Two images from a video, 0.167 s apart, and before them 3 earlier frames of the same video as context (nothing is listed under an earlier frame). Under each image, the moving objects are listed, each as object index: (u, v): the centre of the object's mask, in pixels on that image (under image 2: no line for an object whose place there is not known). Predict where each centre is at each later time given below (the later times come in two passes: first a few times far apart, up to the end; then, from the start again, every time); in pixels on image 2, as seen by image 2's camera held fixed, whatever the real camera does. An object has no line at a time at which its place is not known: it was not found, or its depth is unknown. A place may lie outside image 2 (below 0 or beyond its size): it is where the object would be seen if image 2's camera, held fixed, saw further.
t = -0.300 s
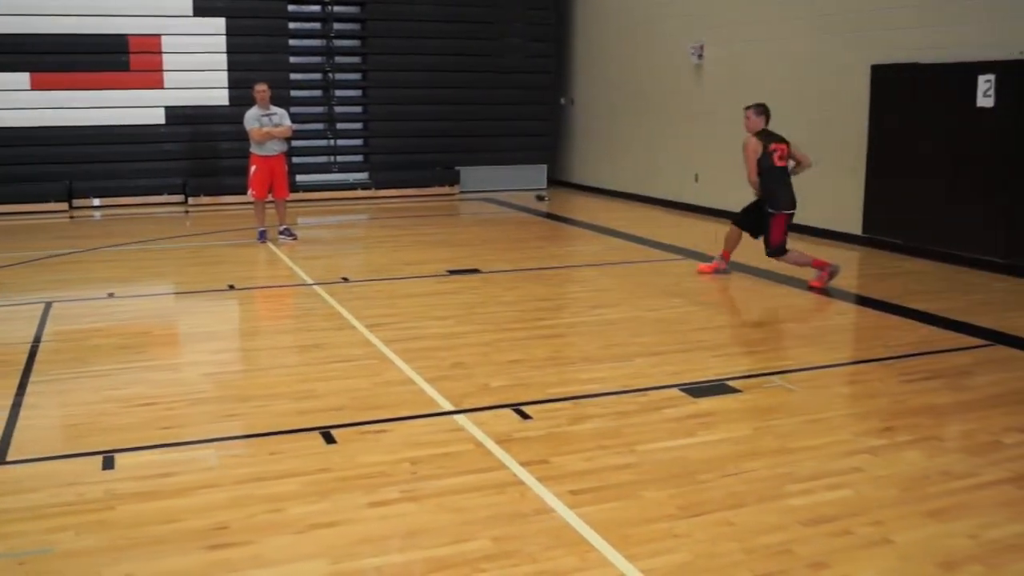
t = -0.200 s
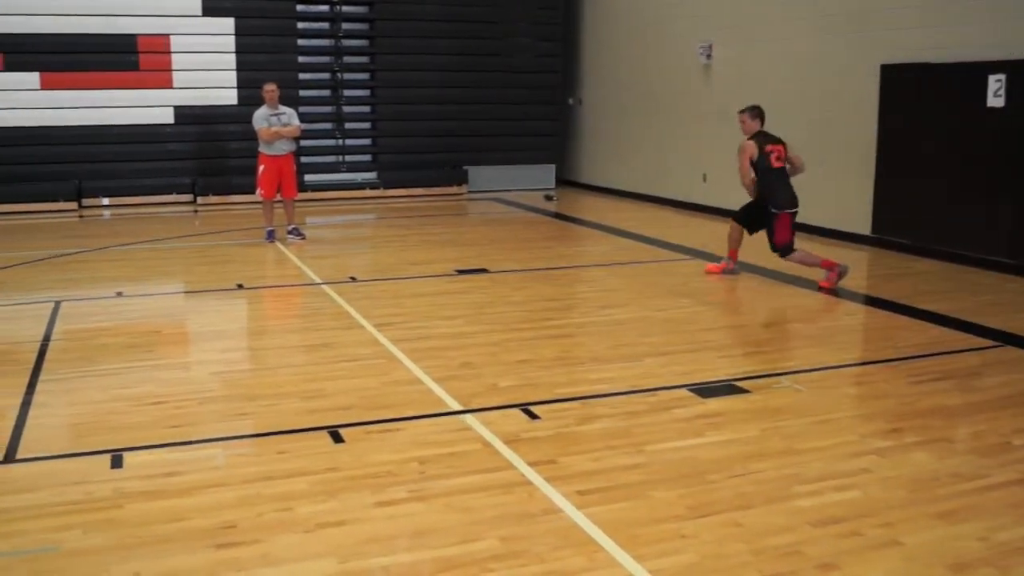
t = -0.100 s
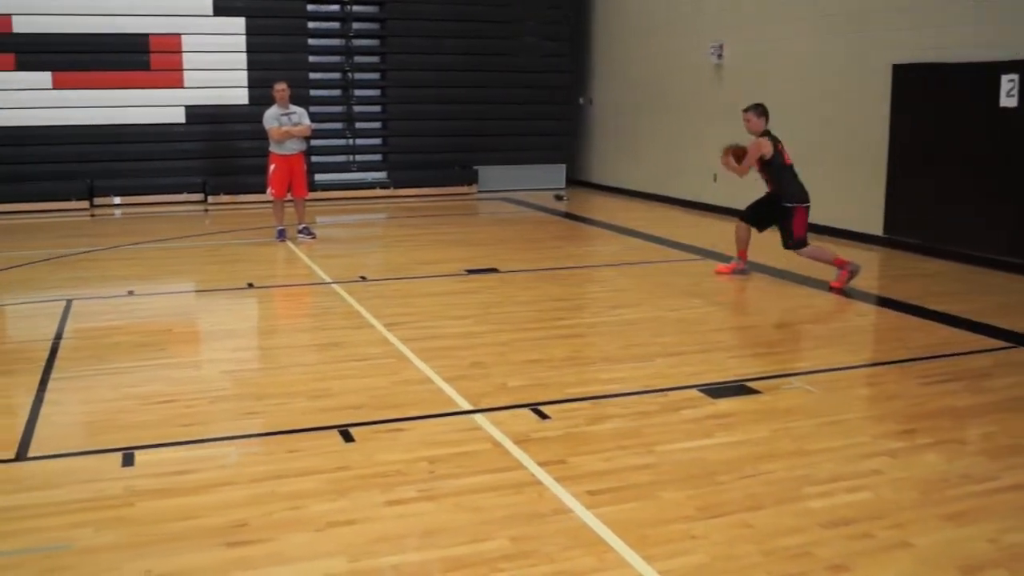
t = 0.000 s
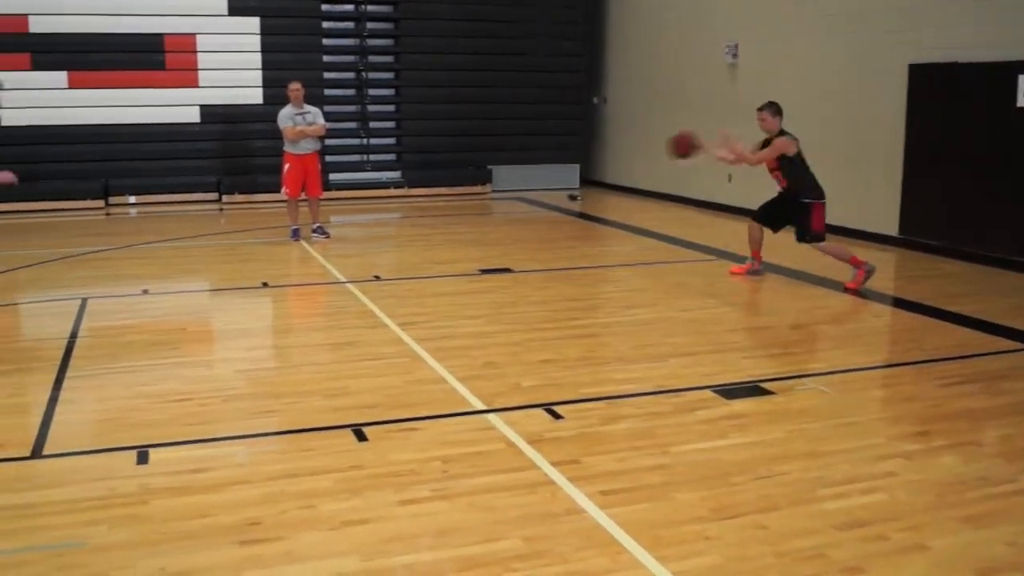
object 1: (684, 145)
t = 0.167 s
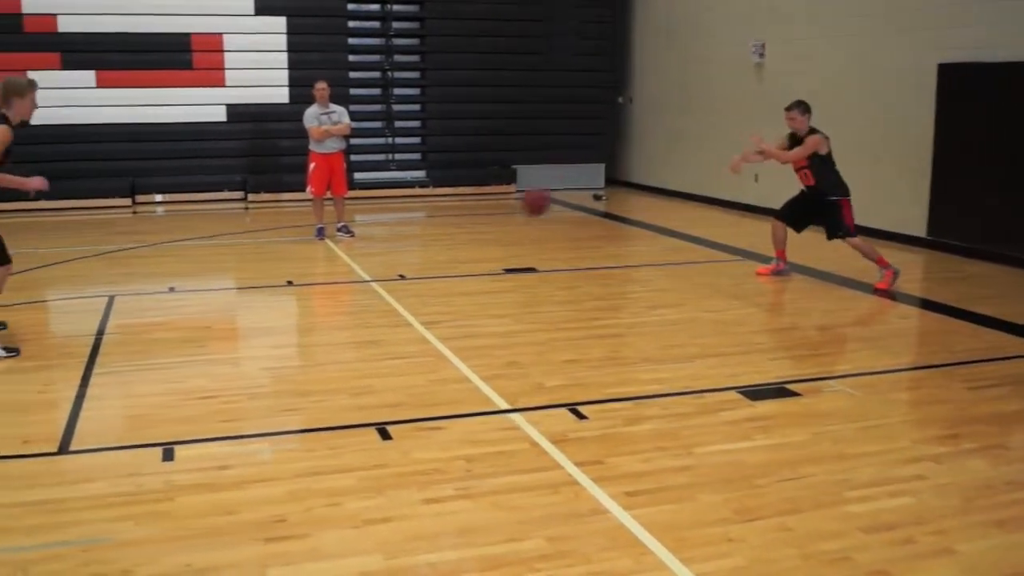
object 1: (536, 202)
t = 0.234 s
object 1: (457, 236)
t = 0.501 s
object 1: (217, 237)
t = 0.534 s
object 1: (192, 229)
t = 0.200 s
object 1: (497, 218)
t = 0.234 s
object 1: (457, 236)
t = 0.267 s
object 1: (415, 255)
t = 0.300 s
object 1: (374, 277)
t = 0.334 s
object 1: (335, 294)
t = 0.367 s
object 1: (313, 279)
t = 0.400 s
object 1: (289, 267)
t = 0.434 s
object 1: (265, 256)
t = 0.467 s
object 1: (241, 245)
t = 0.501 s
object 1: (217, 237)
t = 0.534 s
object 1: (192, 229)
